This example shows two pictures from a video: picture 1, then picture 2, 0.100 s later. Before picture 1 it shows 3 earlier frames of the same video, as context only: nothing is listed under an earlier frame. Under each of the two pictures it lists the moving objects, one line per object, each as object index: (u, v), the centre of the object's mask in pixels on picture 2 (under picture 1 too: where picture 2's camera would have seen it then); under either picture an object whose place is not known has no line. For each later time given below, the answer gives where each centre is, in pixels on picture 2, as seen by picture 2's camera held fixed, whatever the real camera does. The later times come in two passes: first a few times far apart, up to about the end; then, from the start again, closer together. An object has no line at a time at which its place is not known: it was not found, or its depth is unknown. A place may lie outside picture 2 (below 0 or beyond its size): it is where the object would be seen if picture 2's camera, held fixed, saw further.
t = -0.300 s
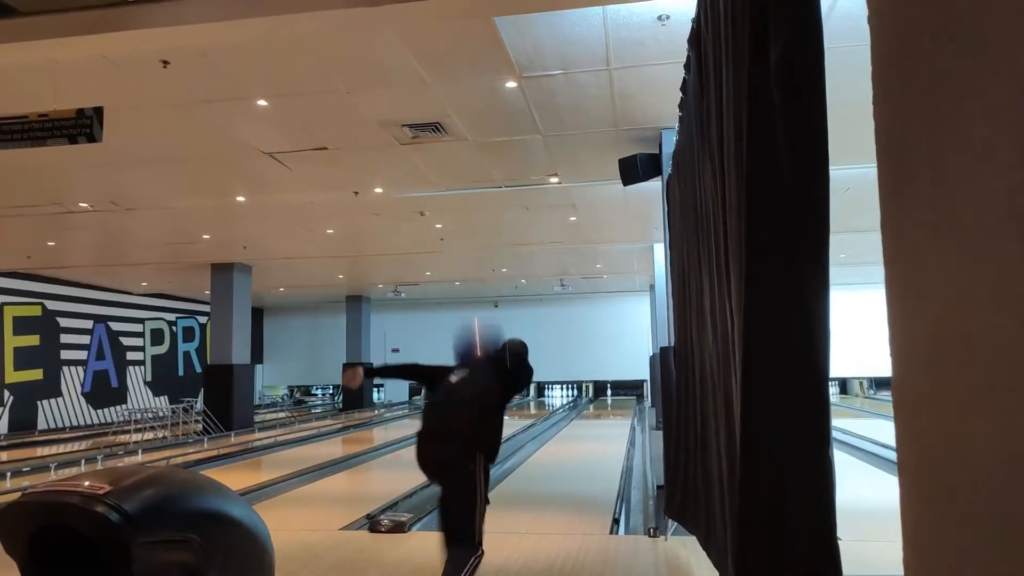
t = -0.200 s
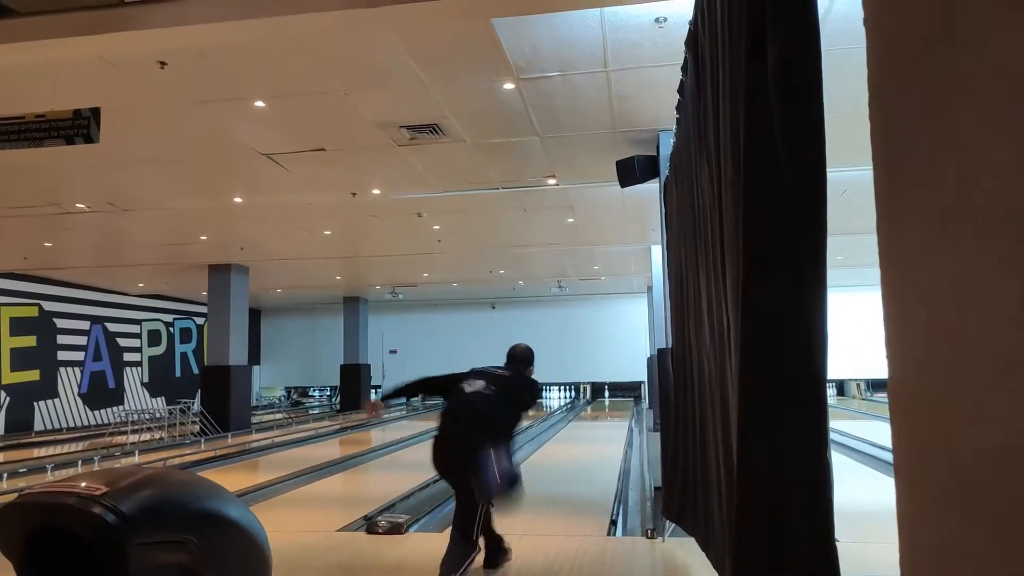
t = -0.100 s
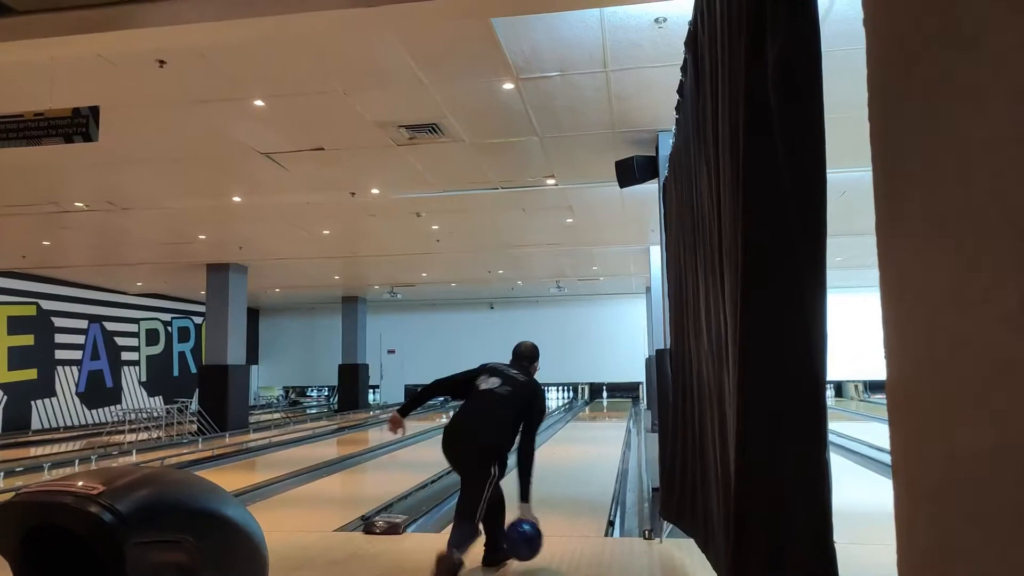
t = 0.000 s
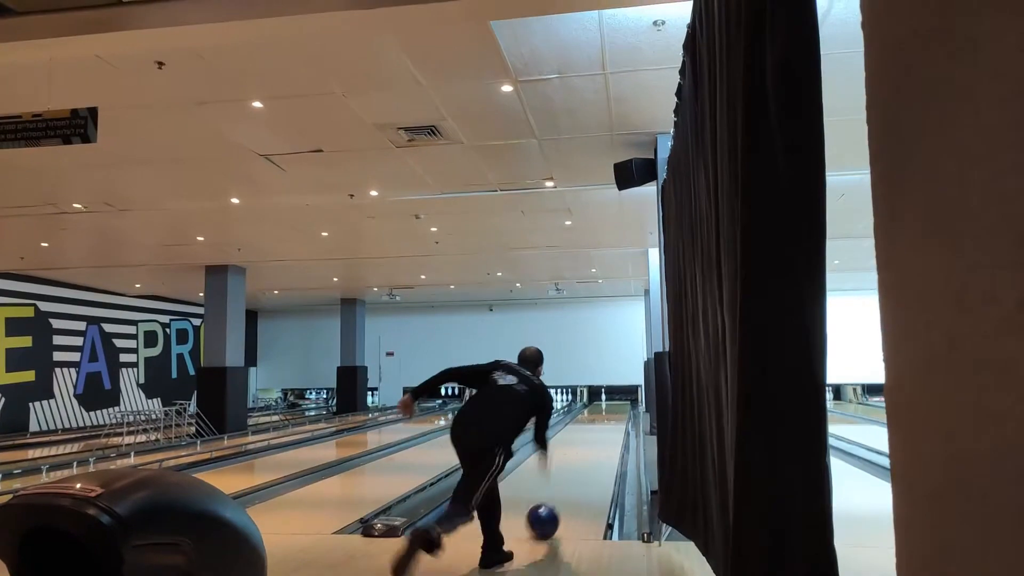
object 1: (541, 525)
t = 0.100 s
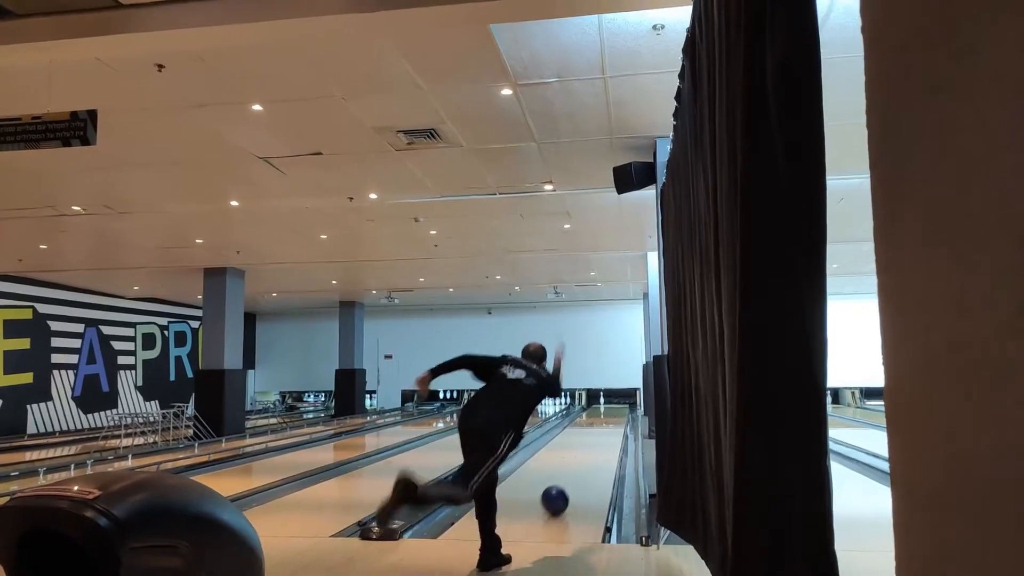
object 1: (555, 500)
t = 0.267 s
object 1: (570, 472)
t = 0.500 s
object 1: (583, 450)
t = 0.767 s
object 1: (591, 434)
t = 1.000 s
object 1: (598, 425)
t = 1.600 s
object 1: (601, 409)
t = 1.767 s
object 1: (603, 407)
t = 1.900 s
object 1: (603, 404)
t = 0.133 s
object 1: (558, 494)
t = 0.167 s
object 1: (561, 487)
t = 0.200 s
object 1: (565, 482)
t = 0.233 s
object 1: (568, 477)
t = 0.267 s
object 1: (570, 472)
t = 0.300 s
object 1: (572, 468)
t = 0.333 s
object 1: (575, 465)
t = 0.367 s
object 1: (577, 461)
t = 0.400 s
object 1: (579, 458)
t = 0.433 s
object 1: (580, 455)
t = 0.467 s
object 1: (582, 452)
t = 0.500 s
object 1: (583, 450)
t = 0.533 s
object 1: (585, 448)
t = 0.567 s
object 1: (586, 445)
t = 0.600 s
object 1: (587, 443)
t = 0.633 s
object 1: (584, 441)
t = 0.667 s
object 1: (590, 439)
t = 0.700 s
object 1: (590, 437)
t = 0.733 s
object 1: (590, 435)
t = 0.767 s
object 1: (591, 434)
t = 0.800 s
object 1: (592, 432)
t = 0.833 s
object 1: (592, 430)
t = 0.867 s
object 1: (593, 429)
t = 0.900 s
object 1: (593, 428)
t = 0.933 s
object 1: (594, 427)
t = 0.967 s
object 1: (596, 426)
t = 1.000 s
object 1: (598, 425)
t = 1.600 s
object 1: (601, 409)
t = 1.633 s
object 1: (602, 409)
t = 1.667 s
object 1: (602, 409)
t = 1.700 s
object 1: (602, 408)
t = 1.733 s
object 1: (602, 408)
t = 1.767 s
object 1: (603, 407)
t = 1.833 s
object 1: (601, 405)
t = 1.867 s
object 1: (603, 405)
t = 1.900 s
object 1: (603, 404)
